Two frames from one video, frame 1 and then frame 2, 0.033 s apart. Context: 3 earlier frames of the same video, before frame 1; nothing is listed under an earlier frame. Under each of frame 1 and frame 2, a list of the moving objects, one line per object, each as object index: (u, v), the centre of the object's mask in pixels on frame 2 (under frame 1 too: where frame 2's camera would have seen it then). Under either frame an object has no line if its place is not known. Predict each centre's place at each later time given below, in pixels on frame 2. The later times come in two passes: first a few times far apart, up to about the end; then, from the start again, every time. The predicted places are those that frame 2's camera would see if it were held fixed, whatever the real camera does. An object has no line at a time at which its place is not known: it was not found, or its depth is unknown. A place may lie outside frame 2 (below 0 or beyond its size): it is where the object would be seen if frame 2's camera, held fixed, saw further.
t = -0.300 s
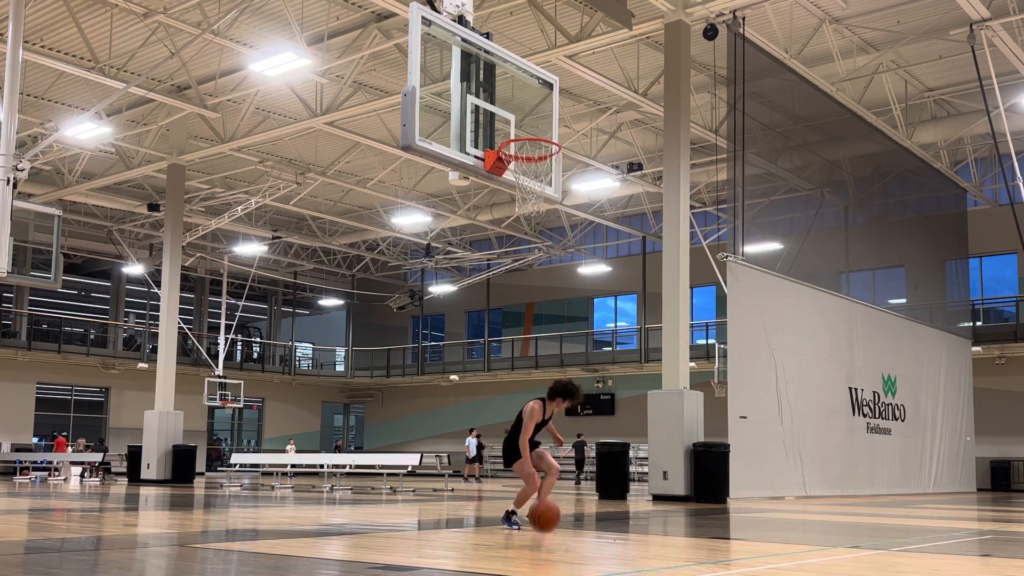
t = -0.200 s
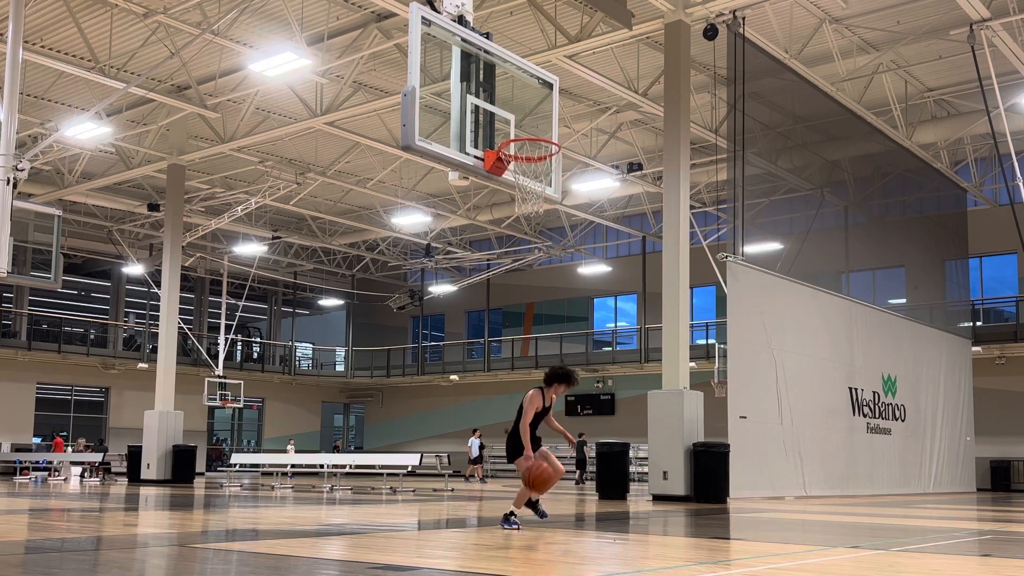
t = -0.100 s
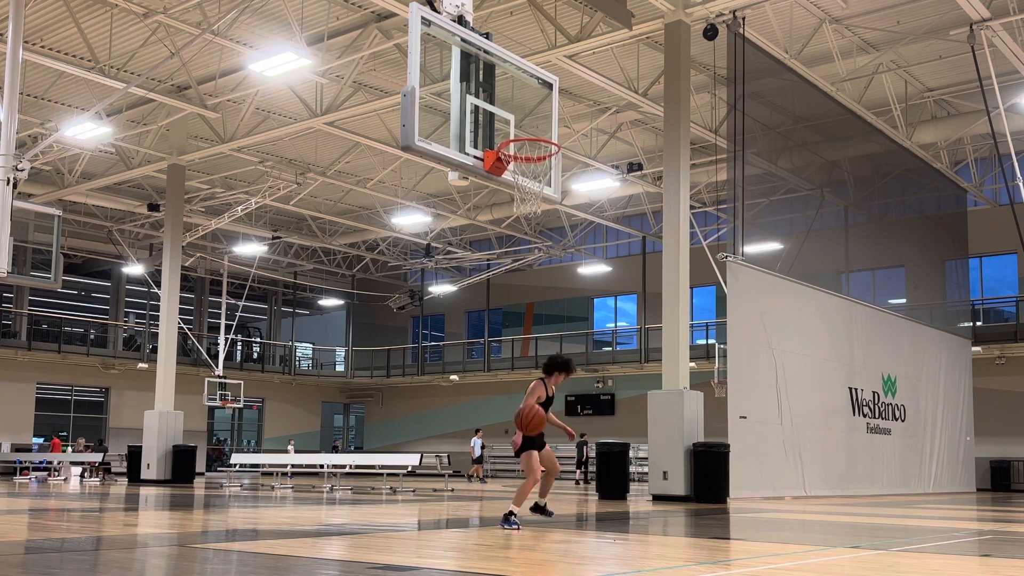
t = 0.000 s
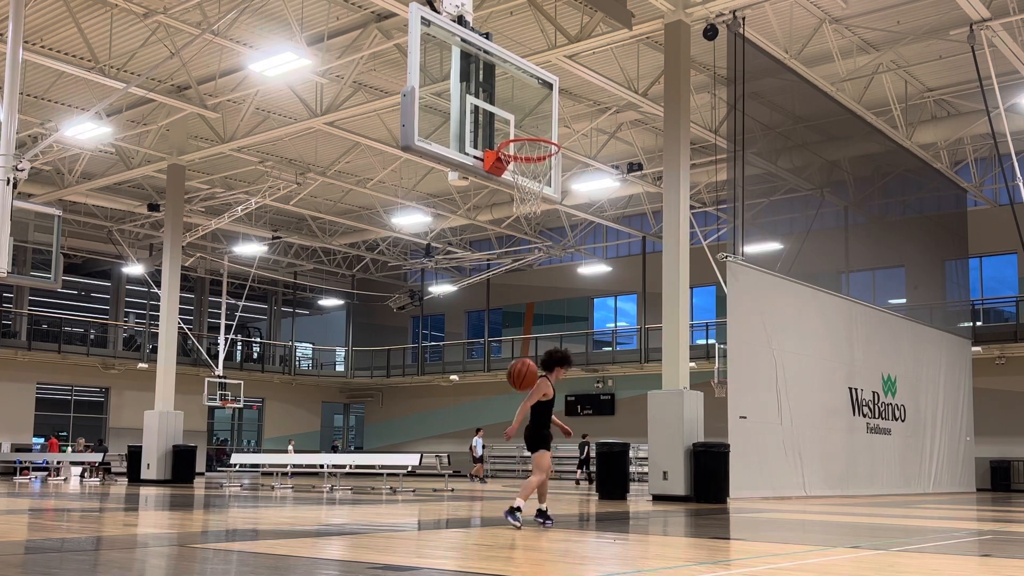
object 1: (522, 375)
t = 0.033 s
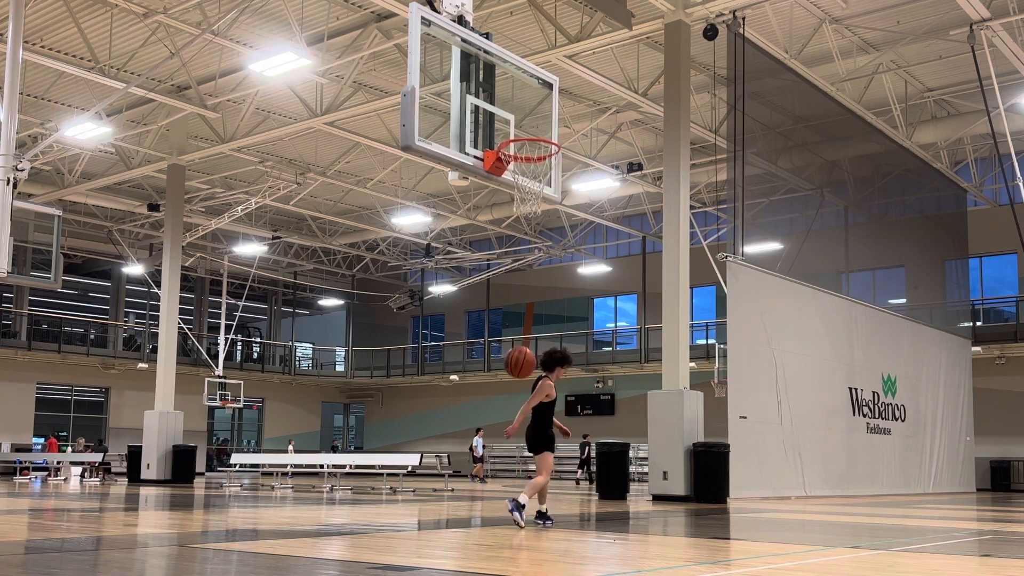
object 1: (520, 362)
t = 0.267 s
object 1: (500, 319)
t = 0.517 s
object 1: (478, 351)
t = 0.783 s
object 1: (452, 483)
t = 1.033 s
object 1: (434, 447)
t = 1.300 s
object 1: (417, 398)
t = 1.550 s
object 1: (398, 444)
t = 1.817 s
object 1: (378, 500)
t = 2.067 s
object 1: (363, 446)
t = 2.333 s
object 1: (343, 492)
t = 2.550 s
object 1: (329, 500)
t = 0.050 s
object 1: (519, 357)
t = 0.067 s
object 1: (517, 352)
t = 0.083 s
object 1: (516, 347)
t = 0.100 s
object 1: (514, 343)
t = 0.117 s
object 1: (513, 338)
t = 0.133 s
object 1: (512, 335)
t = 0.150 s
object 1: (510, 332)
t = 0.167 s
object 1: (509, 329)
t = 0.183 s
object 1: (507, 326)
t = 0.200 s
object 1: (506, 324)
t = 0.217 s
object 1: (505, 323)
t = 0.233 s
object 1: (503, 321)
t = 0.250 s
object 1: (502, 320)
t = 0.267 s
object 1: (500, 319)
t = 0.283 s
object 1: (499, 319)
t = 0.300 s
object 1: (498, 318)
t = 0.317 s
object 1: (496, 319)
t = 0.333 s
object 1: (495, 320)
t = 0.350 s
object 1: (494, 320)
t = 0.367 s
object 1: (492, 322)
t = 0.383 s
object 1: (491, 324)
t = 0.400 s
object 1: (489, 326)
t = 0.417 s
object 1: (487, 328)
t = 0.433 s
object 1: (486, 331)
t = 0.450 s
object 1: (485, 334)
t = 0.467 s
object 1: (483, 338)
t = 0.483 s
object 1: (482, 342)
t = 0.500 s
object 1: (480, 346)
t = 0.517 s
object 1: (478, 351)
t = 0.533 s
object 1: (477, 357)
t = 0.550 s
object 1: (476, 362)
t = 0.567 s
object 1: (474, 368)
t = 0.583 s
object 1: (472, 375)
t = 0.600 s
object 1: (470, 381)
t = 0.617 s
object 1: (469, 389)
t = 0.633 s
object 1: (467, 396)
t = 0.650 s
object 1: (466, 404)
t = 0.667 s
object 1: (464, 412)
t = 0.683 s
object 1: (462, 421)
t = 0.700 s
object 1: (461, 430)
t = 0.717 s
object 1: (459, 439)
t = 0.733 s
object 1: (457, 450)
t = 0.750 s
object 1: (456, 461)
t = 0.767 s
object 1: (454, 472)
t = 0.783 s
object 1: (452, 483)
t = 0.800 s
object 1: (450, 495)
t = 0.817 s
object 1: (449, 507)
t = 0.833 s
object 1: (447, 519)
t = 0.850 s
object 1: (445, 532)
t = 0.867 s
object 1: (444, 528)
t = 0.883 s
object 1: (443, 518)
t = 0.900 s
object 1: (442, 508)
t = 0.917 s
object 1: (442, 499)
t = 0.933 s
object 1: (440, 491)
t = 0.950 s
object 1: (439, 482)
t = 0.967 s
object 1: (439, 474)
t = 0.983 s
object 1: (437, 467)
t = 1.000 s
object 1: (436, 460)
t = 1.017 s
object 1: (435, 453)
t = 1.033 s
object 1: (434, 447)
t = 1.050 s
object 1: (433, 441)
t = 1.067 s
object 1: (432, 435)
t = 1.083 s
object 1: (431, 430)
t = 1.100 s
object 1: (430, 425)
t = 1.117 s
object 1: (429, 421)
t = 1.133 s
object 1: (428, 417)
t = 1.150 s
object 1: (427, 413)
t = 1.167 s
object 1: (426, 410)
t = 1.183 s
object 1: (425, 407)
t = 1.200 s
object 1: (424, 405)
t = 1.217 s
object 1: (423, 403)
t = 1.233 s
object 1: (422, 401)
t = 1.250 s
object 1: (421, 400)
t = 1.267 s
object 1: (419, 399)
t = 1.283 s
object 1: (418, 398)
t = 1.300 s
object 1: (417, 398)
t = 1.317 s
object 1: (416, 399)
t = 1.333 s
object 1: (415, 399)
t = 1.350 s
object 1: (414, 400)
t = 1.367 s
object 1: (412, 402)
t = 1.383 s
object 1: (411, 403)
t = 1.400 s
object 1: (410, 406)
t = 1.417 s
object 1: (409, 408)
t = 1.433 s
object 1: (407, 411)
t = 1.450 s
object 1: (406, 415)
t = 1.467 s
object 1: (405, 419)
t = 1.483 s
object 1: (403, 423)
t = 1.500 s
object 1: (402, 427)
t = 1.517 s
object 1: (401, 432)
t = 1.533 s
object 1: (399, 438)
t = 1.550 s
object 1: (398, 444)
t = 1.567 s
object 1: (397, 450)
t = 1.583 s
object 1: (395, 457)
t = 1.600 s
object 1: (393, 464)
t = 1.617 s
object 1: (392, 472)
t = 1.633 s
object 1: (391, 480)
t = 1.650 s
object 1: (389, 489)
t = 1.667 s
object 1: (387, 498)
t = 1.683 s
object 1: (386, 507)
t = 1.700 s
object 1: (384, 517)
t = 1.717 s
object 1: (383, 527)
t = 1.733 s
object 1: (382, 536)
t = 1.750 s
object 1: (381, 529)
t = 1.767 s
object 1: (380, 521)
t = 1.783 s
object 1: (379, 513)
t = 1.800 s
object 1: (379, 506)
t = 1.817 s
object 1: (378, 500)
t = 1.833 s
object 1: (377, 493)
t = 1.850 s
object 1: (376, 487)
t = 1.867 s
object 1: (375, 481)
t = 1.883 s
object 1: (374, 476)
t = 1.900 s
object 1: (373, 471)
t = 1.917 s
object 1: (372, 467)
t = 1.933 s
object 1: (371, 463)
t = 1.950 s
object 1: (370, 459)
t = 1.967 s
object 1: (369, 456)
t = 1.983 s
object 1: (368, 454)
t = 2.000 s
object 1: (367, 451)
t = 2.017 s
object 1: (366, 449)
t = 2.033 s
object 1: (365, 448)
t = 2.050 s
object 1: (365, 447)
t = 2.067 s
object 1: (363, 446)
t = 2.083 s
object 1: (362, 446)
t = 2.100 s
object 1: (361, 446)
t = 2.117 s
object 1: (360, 447)
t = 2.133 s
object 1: (359, 447)
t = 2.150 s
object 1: (358, 448)
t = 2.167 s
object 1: (357, 451)
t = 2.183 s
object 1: (356, 453)
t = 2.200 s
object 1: (354, 456)
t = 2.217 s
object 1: (353, 458)
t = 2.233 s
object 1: (351, 462)
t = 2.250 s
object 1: (350, 466)
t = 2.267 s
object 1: (349, 470)
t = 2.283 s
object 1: (348, 475)
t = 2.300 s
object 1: (346, 480)
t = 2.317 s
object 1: (345, 486)
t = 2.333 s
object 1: (343, 492)
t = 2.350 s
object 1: (342, 499)
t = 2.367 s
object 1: (341, 506)
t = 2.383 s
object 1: (339, 513)
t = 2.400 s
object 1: (338, 521)
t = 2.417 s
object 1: (336, 529)
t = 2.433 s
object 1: (335, 537)
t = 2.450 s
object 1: (334, 532)
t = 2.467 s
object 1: (333, 526)
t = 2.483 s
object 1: (332, 520)
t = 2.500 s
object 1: (331, 514)
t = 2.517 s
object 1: (331, 509)
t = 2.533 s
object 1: (330, 504)
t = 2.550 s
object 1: (329, 500)
